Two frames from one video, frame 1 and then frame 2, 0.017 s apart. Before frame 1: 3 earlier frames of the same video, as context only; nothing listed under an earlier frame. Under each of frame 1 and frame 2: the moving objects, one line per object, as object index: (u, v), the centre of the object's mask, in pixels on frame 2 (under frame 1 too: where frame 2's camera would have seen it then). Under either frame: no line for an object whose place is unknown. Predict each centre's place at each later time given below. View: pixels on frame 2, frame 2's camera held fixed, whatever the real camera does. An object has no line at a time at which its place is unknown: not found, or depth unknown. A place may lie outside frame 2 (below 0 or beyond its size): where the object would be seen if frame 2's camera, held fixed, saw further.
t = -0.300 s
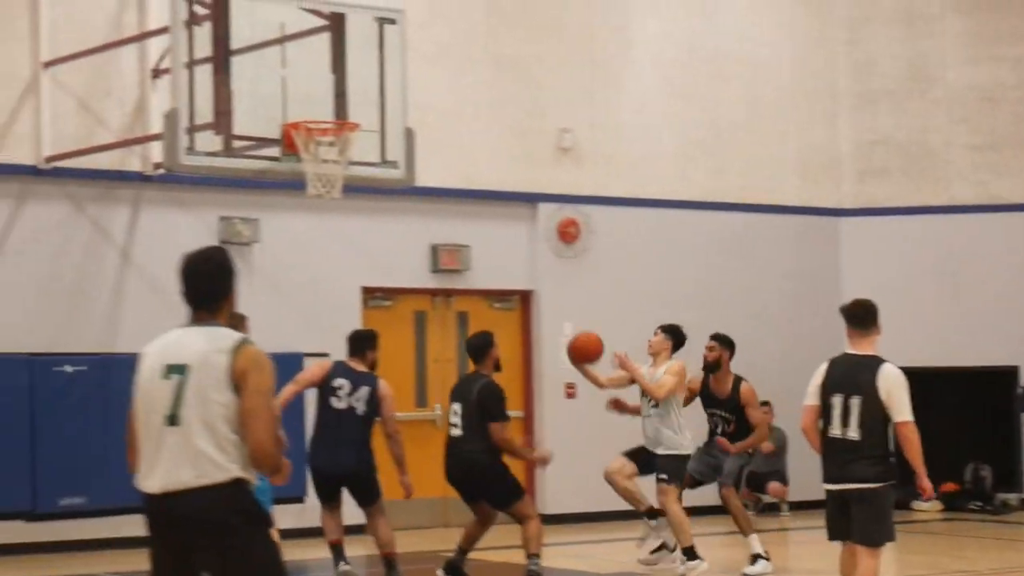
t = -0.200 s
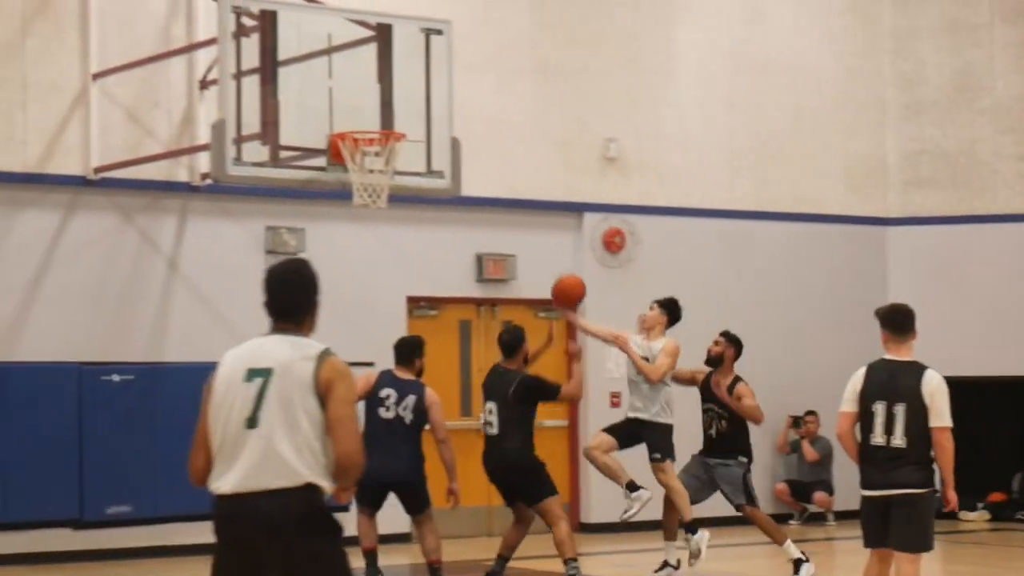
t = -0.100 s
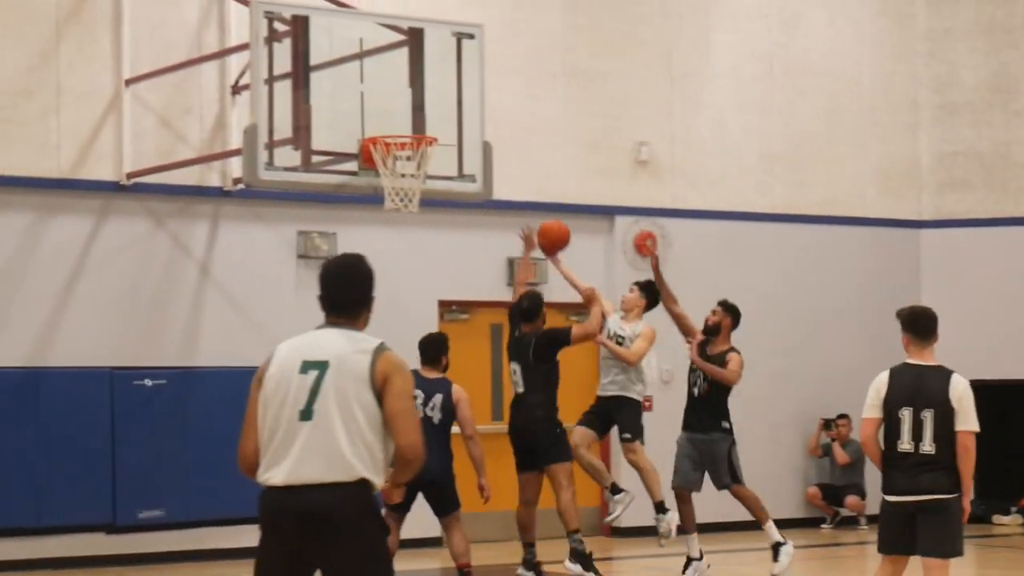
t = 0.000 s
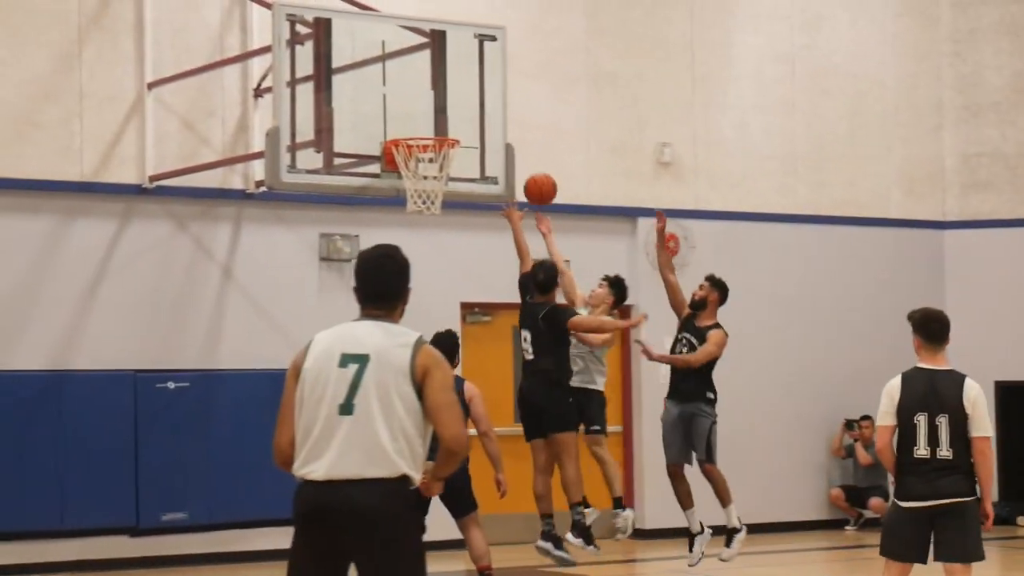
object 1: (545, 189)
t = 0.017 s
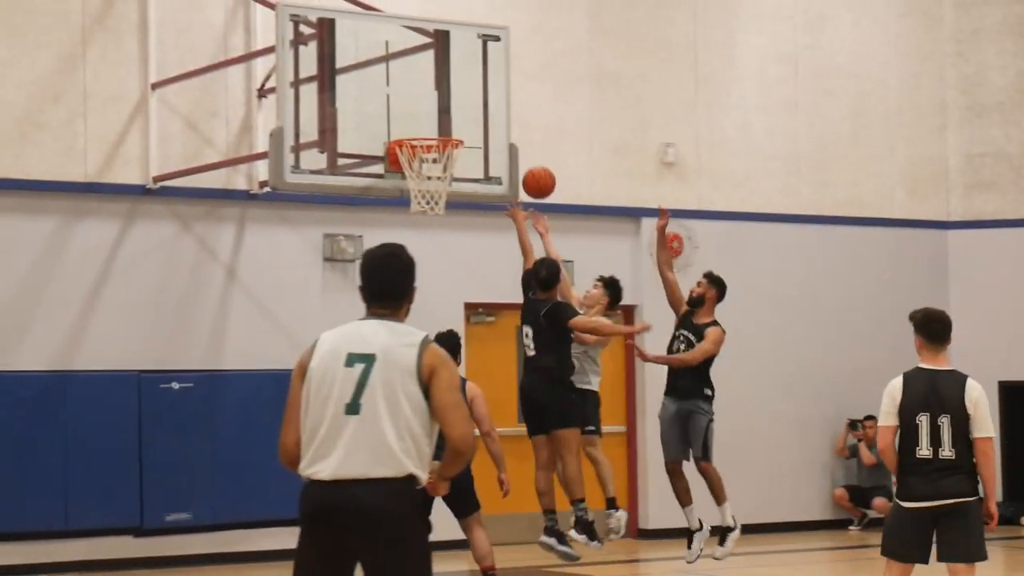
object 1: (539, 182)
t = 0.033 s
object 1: (533, 176)
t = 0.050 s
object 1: (528, 170)
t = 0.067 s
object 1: (522, 164)
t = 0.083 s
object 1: (516, 159)
